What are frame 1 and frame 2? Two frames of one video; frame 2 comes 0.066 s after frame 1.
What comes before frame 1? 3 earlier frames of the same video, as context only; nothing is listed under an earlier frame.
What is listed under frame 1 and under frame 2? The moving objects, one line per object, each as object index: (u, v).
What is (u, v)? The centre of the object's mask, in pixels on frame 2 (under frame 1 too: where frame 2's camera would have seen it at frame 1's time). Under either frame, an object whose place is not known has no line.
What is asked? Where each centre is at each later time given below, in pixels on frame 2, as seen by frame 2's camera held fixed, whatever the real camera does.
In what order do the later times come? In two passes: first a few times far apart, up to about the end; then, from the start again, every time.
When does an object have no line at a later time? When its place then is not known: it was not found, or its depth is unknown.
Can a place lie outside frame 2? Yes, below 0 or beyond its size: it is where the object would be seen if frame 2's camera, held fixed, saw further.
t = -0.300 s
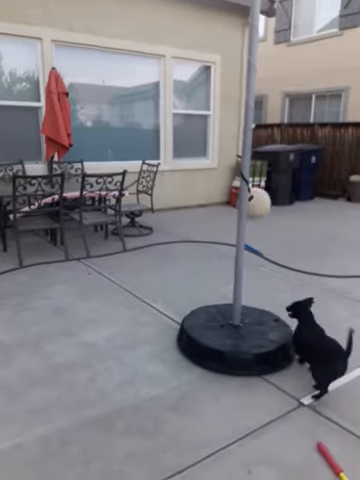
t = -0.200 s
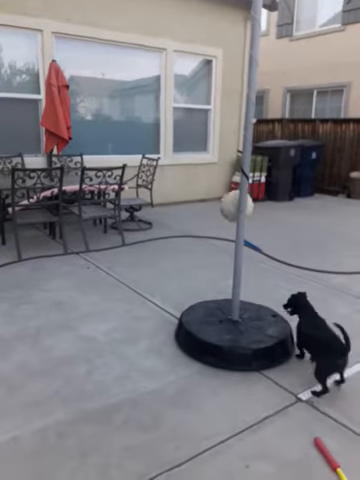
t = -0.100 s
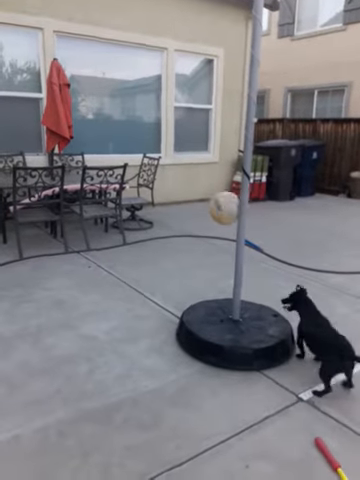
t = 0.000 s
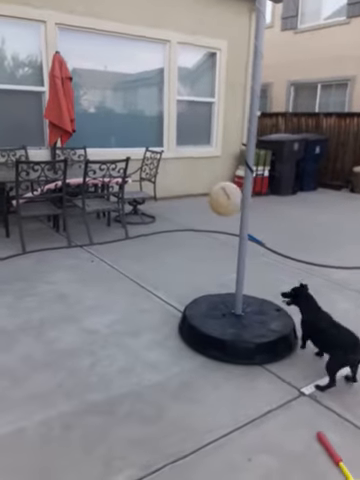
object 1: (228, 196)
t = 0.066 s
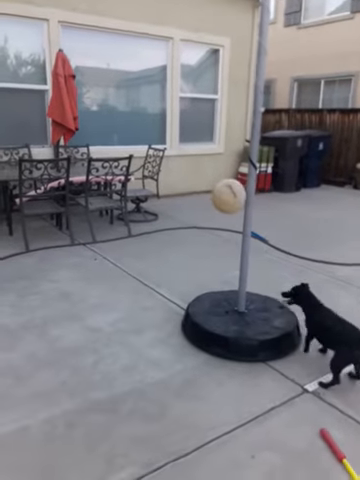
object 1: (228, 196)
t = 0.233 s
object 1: (228, 198)
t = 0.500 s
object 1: (234, 200)
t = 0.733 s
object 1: (269, 207)
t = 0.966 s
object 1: (267, 215)
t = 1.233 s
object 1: (227, 215)
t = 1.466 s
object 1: (221, 211)
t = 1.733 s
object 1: (262, 208)
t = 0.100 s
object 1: (228, 196)
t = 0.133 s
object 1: (228, 196)
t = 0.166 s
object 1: (228, 197)
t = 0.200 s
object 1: (228, 197)
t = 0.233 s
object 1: (228, 198)
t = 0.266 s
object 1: (228, 199)
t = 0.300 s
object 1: (228, 199)
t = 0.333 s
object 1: (228, 199)
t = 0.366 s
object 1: (228, 199)
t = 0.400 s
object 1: (229, 199)
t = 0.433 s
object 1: (231, 199)
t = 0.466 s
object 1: (232, 200)
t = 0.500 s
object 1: (234, 200)
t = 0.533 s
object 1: (236, 200)
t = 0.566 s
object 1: (244, 202)
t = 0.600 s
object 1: (253, 203)
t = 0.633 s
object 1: (258, 204)
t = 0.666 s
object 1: (264, 205)
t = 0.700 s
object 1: (266, 206)
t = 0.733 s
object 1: (269, 207)
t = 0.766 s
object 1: (270, 209)
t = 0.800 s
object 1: (272, 210)
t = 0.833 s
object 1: (273, 211)
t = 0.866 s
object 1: (273, 212)
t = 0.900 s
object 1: (272, 213)
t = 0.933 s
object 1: (270, 214)
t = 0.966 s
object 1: (267, 215)
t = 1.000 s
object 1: (264, 215)
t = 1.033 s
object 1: (259, 215)
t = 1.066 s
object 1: (254, 215)
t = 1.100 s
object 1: (248, 215)
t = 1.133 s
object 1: (242, 215)
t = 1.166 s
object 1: (237, 215)
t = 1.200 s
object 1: (232, 215)
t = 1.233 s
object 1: (227, 215)
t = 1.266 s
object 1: (224, 214)
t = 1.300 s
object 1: (221, 214)
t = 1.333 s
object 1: (218, 214)
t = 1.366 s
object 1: (218, 213)
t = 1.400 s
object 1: (219, 213)
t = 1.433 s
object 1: (219, 212)
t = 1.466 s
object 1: (221, 211)
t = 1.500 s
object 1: (223, 210)
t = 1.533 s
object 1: (227, 209)
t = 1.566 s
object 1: (230, 208)
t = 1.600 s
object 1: (233, 208)
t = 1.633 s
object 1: (235, 207)
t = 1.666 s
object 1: (243, 207)
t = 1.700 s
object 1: (252, 207)
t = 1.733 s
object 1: (262, 208)
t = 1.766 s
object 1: (263, 208)
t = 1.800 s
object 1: (266, 209)
